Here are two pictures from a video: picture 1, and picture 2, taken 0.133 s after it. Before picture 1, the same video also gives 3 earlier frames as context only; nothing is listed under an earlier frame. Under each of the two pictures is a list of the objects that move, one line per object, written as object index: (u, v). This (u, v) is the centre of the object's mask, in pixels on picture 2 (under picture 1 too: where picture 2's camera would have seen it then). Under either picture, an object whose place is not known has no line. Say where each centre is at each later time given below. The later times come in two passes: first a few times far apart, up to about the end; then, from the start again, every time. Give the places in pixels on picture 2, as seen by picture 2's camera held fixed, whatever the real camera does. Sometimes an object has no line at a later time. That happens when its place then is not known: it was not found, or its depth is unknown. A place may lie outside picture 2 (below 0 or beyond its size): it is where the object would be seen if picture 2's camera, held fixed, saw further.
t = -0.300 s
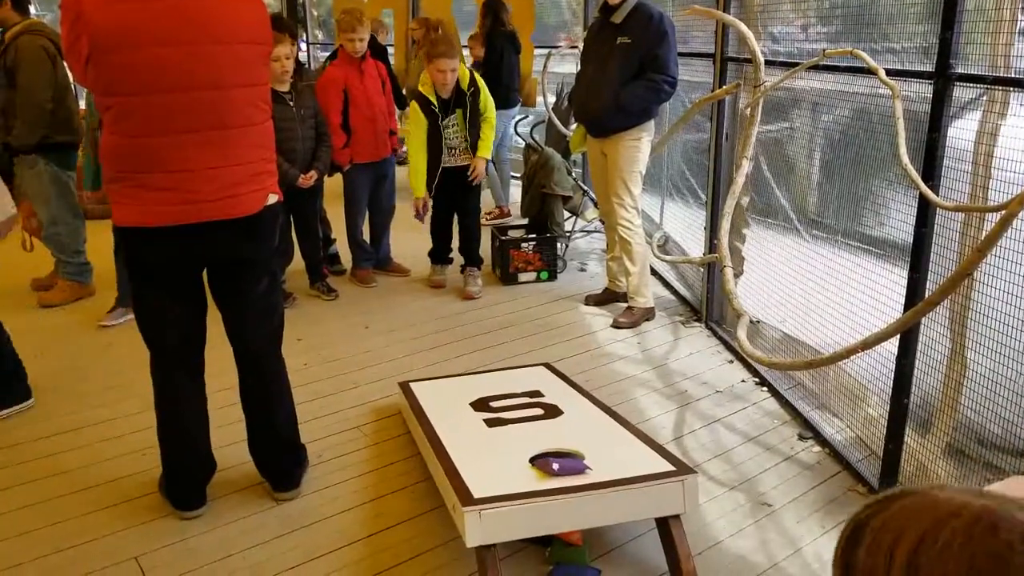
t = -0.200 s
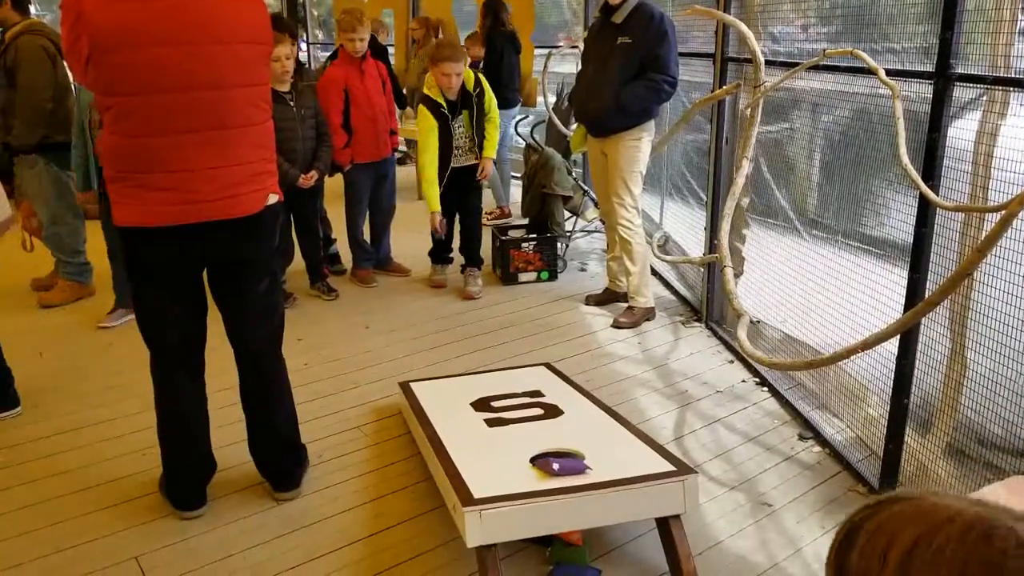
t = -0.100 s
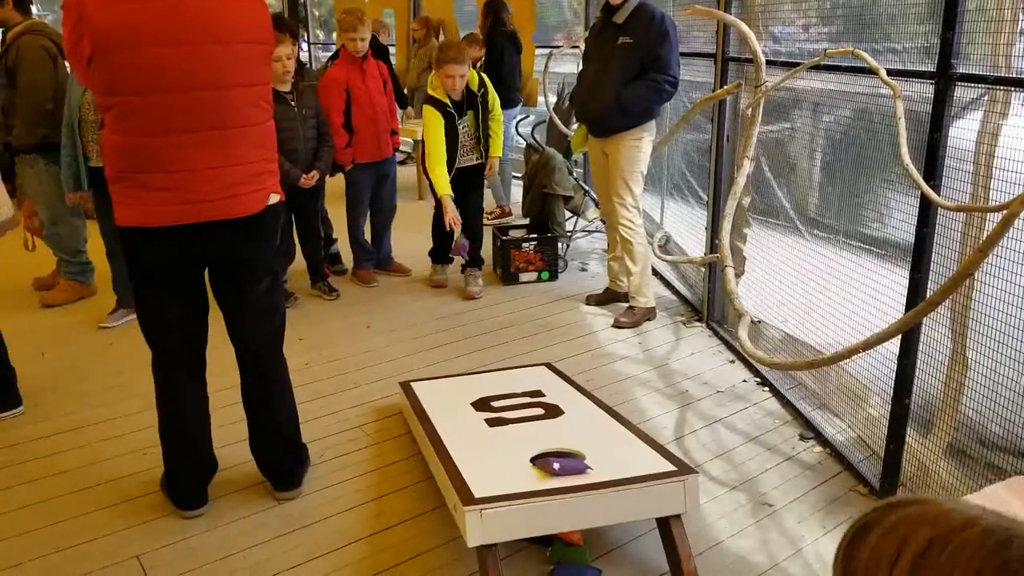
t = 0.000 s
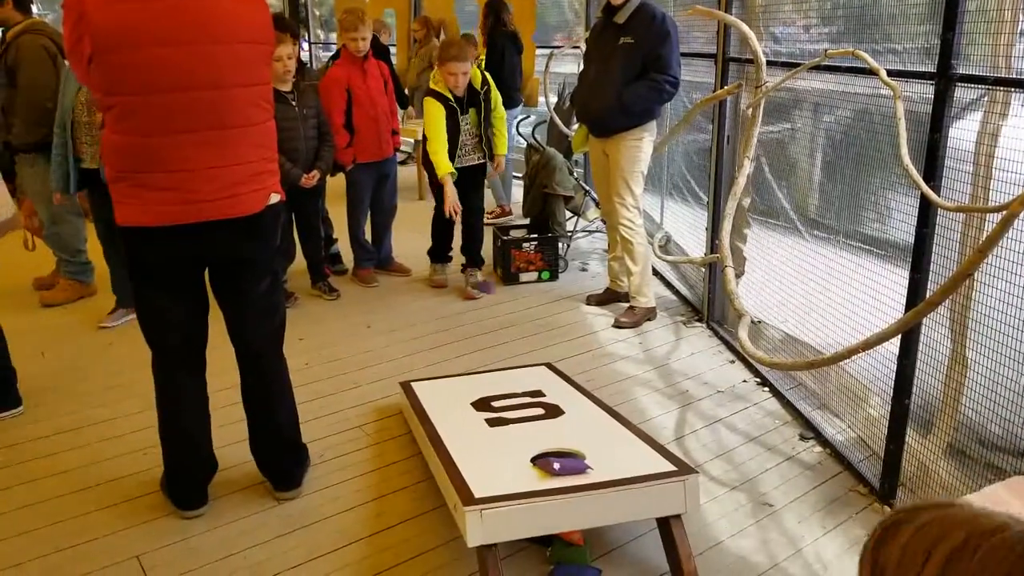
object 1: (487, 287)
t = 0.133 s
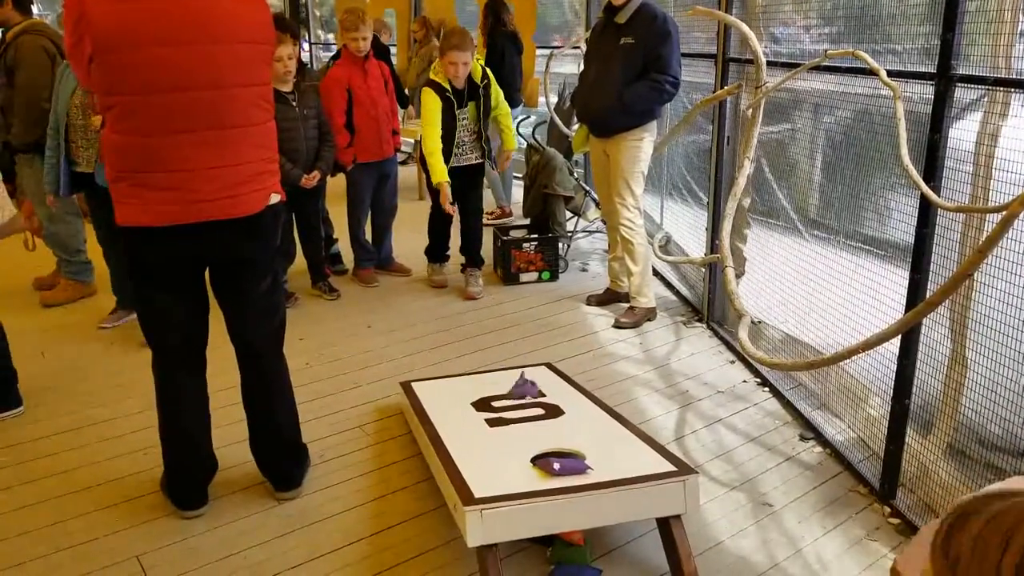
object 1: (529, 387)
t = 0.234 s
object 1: (558, 414)
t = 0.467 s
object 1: (598, 453)
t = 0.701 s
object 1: (609, 467)
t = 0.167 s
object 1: (542, 396)
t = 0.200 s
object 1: (551, 406)
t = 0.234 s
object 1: (558, 414)
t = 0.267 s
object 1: (569, 425)
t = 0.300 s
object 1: (576, 433)
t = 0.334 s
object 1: (585, 442)
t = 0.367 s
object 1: (593, 450)
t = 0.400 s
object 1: (596, 453)
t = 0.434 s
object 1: (599, 454)
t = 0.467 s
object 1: (598, 453)
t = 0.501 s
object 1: (604, 459)
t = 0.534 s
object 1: (608, 466)
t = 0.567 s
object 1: (609, 466)
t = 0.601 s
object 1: (609, 467)
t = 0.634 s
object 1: (609, 467)
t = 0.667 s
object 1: (609, 467)
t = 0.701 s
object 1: (609, 467)
